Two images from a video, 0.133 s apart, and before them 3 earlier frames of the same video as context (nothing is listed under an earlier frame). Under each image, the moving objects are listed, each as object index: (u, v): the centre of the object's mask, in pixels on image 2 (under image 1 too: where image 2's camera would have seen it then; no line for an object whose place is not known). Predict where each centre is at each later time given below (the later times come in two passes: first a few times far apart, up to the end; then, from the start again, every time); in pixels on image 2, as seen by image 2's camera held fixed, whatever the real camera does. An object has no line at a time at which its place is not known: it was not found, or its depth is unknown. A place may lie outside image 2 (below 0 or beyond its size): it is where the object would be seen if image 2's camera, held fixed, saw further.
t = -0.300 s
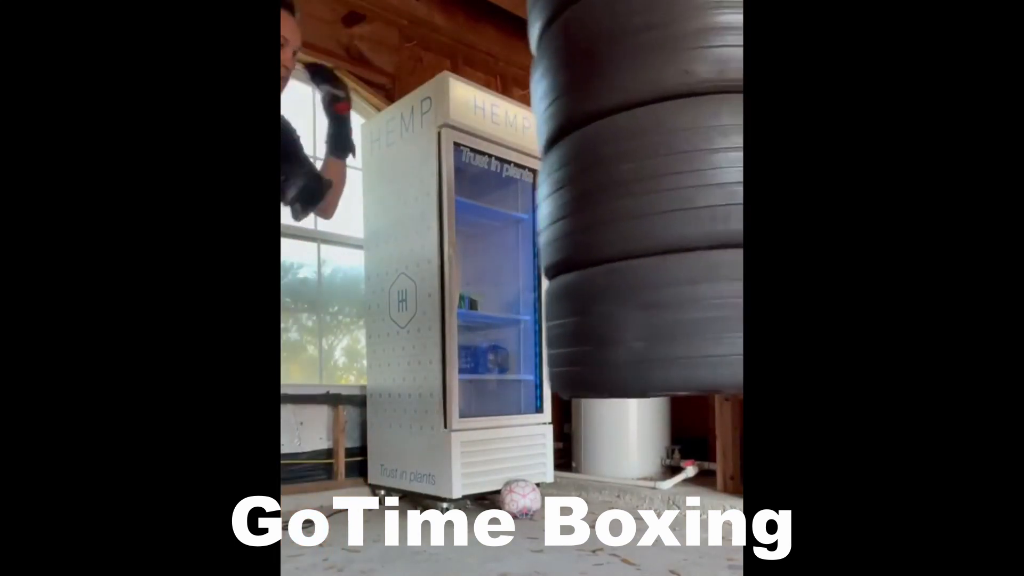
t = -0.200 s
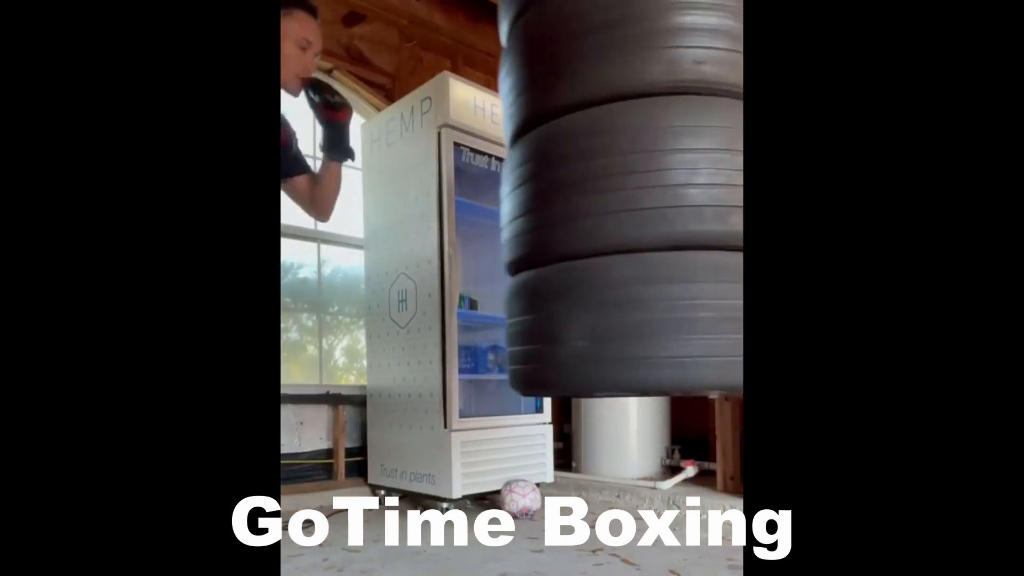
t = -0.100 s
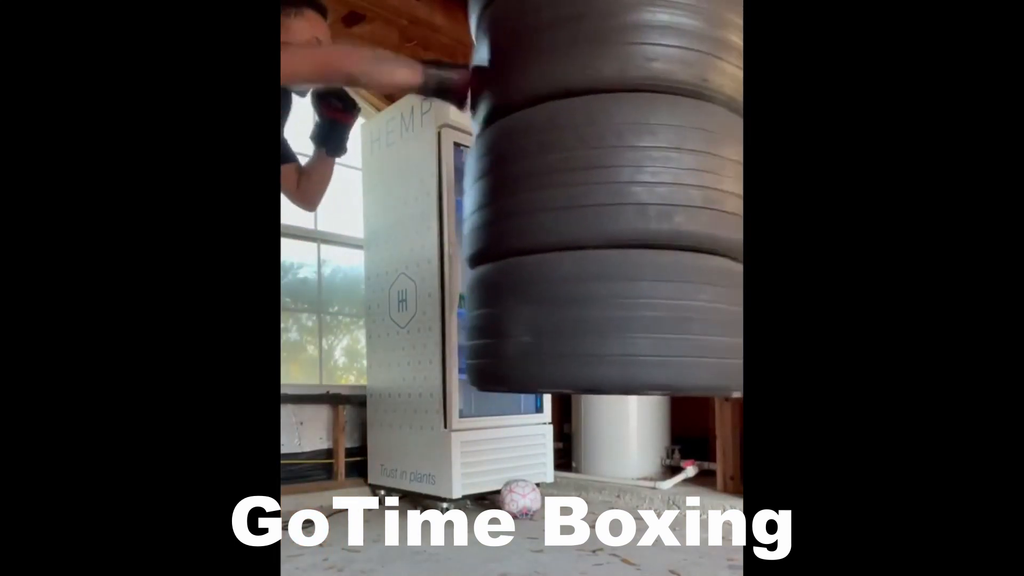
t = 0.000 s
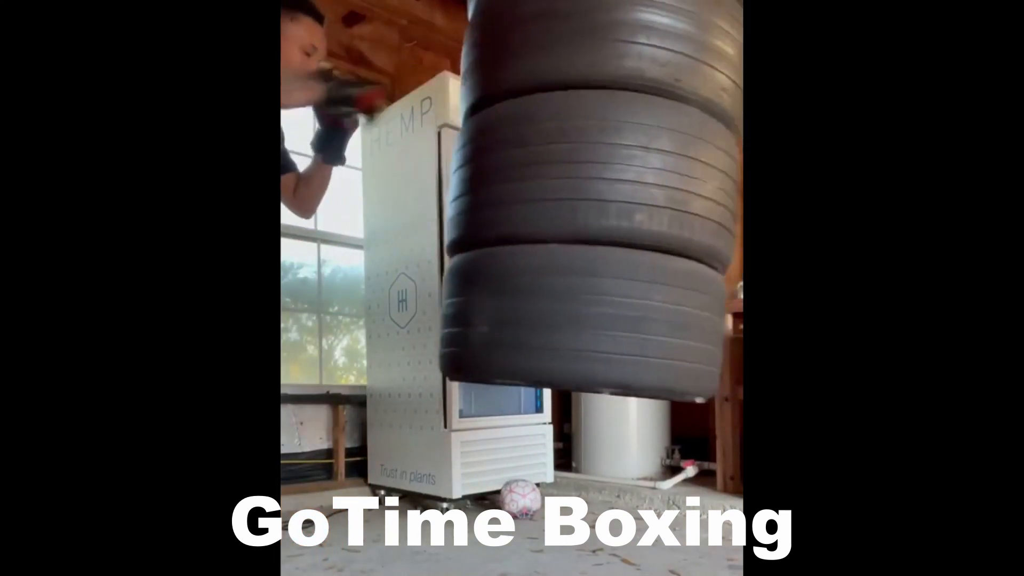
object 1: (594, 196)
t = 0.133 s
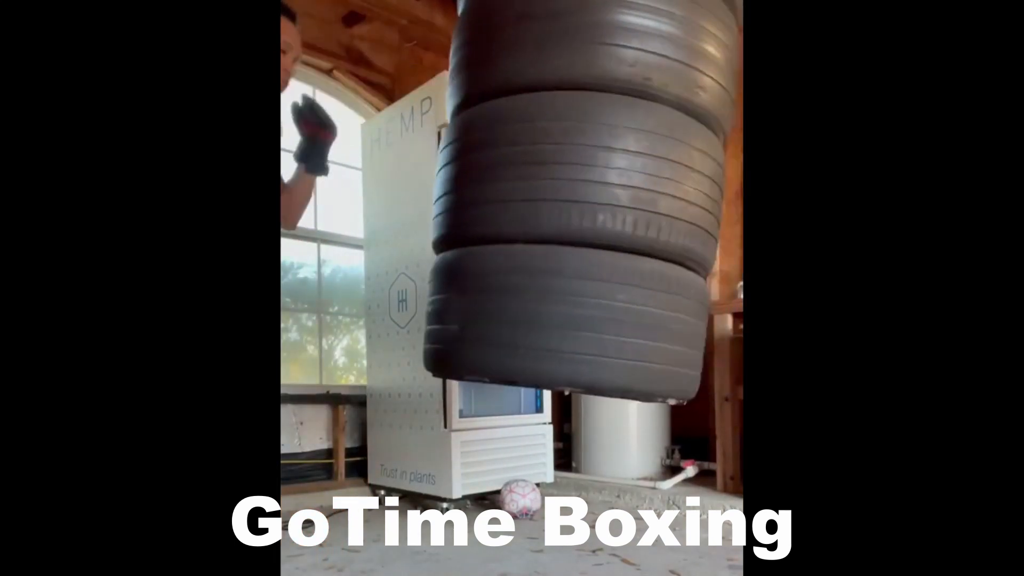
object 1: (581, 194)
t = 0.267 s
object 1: (573, 195)
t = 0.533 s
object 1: (577, 194)
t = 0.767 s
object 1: (599, 196)
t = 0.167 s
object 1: (579, 195)
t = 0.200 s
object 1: (576, 195)
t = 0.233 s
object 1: (574, 196)
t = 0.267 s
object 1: (573, 195)
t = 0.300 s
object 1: (572, 194)
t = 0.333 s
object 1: (572, 194)
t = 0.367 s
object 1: (572, 194)
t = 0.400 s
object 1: (572, 195)
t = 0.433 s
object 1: (573, 195)
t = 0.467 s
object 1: (574, 194)
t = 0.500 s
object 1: (575, 194)
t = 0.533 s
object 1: (577, 194)
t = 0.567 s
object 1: (580, 194)
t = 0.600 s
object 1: (582, 194)
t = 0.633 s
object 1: (586, 194)
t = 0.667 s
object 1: (589, 195)
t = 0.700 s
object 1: (593, 195)
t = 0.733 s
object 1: (597, 196)
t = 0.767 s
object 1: (599, 196)
